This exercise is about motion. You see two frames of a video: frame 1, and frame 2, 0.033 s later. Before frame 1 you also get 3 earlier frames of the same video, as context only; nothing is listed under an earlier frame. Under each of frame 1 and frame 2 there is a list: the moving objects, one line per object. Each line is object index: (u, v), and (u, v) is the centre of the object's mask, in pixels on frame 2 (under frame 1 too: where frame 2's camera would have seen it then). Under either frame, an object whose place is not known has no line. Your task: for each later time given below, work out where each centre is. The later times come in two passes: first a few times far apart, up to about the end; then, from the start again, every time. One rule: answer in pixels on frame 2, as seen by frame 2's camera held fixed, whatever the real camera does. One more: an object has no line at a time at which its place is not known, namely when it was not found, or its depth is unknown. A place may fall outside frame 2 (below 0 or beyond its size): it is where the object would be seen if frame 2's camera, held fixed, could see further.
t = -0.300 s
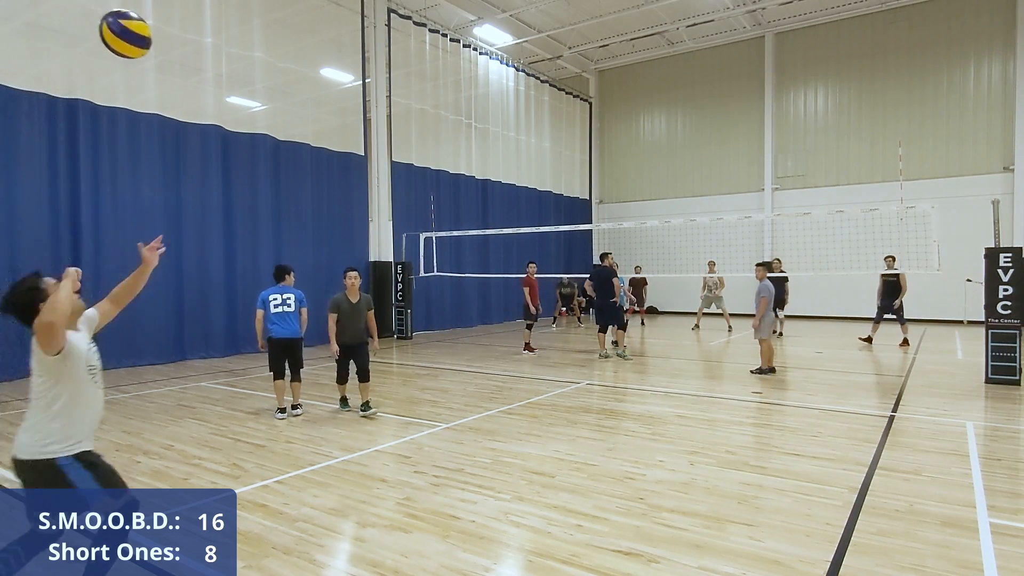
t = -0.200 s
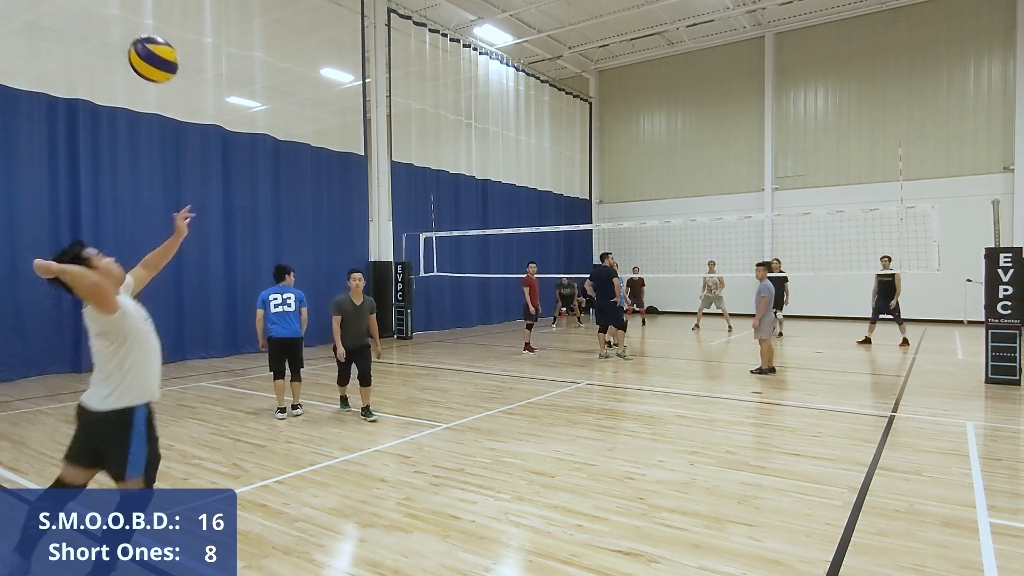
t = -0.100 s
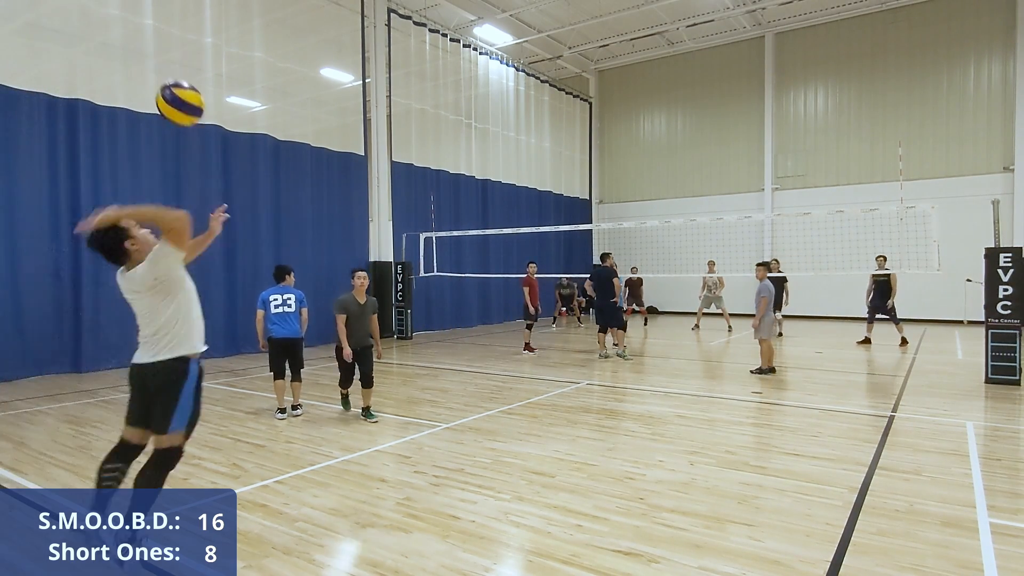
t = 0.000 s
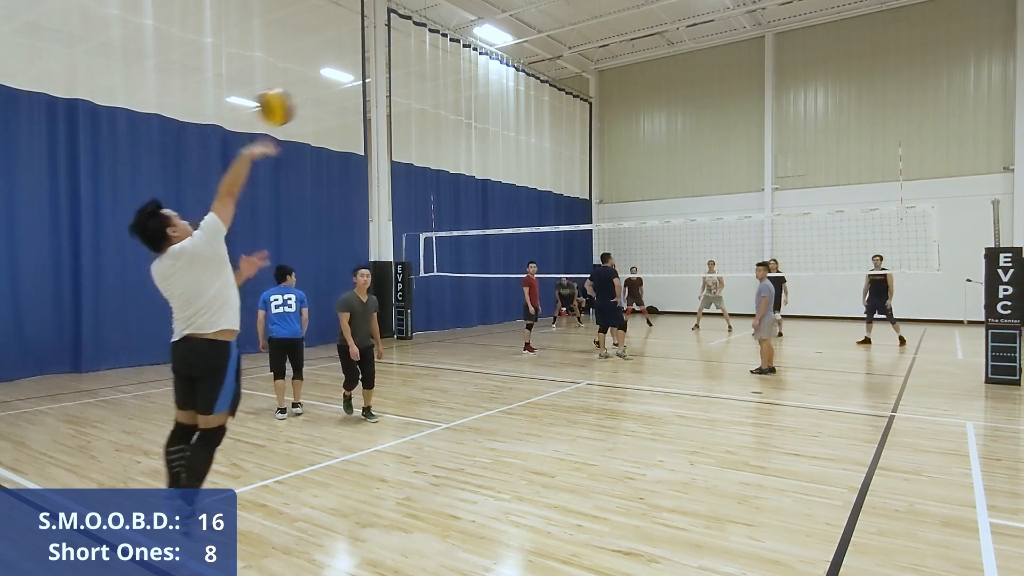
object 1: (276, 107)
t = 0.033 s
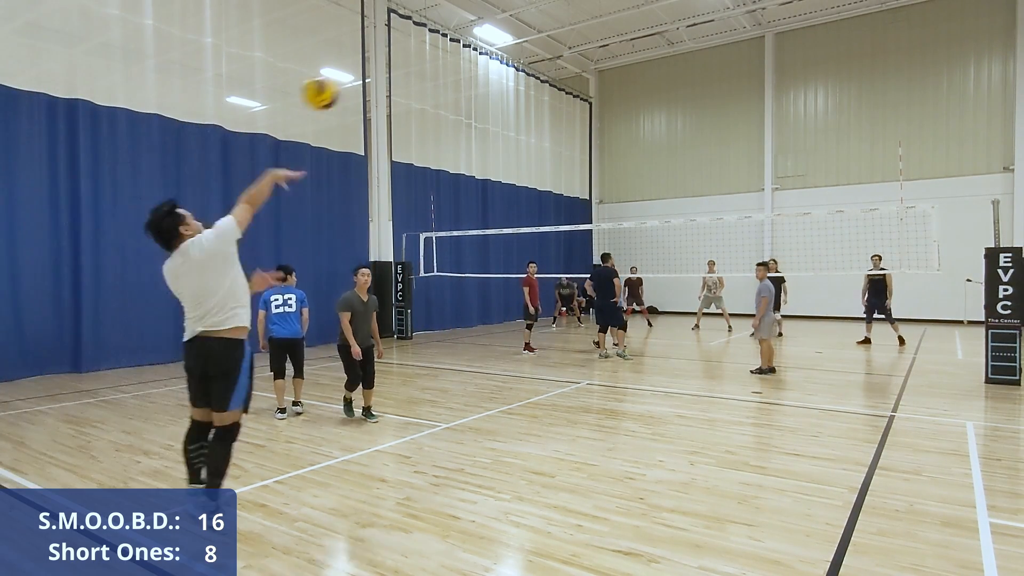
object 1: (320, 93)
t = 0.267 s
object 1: (494, 68)
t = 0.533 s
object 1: (578, 102)
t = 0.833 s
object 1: (626, 166)
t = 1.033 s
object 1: (648, 216)
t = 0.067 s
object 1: (360, 83)
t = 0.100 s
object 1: (390, 76)
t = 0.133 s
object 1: (418, 71)
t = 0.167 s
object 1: (441, 68)
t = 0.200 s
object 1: (461, 67)
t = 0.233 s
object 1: (479, 67)
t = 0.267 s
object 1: (494, 68)
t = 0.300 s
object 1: (509, 70)
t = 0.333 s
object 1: (522, 73)
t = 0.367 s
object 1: (533, 77)
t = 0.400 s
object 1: (544, 81)
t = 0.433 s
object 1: (553, 85)
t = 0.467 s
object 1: (563, 91)
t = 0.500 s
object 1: (571, 96)
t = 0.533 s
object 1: (578, 102)
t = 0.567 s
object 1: (585, 108)
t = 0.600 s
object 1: (592, 115)
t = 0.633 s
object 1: (597, 121)
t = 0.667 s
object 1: (603, 128)
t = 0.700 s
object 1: (609, 135)
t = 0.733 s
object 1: (614, 143)
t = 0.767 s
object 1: (619, 150)
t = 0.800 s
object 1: (622, 158)
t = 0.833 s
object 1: (626, 166)
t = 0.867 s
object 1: (631, 174)
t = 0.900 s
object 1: (635, 182)
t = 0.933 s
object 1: (638, 191)
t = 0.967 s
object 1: (641, 199)
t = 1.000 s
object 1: (644, 208)
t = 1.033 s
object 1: (648, 216)
